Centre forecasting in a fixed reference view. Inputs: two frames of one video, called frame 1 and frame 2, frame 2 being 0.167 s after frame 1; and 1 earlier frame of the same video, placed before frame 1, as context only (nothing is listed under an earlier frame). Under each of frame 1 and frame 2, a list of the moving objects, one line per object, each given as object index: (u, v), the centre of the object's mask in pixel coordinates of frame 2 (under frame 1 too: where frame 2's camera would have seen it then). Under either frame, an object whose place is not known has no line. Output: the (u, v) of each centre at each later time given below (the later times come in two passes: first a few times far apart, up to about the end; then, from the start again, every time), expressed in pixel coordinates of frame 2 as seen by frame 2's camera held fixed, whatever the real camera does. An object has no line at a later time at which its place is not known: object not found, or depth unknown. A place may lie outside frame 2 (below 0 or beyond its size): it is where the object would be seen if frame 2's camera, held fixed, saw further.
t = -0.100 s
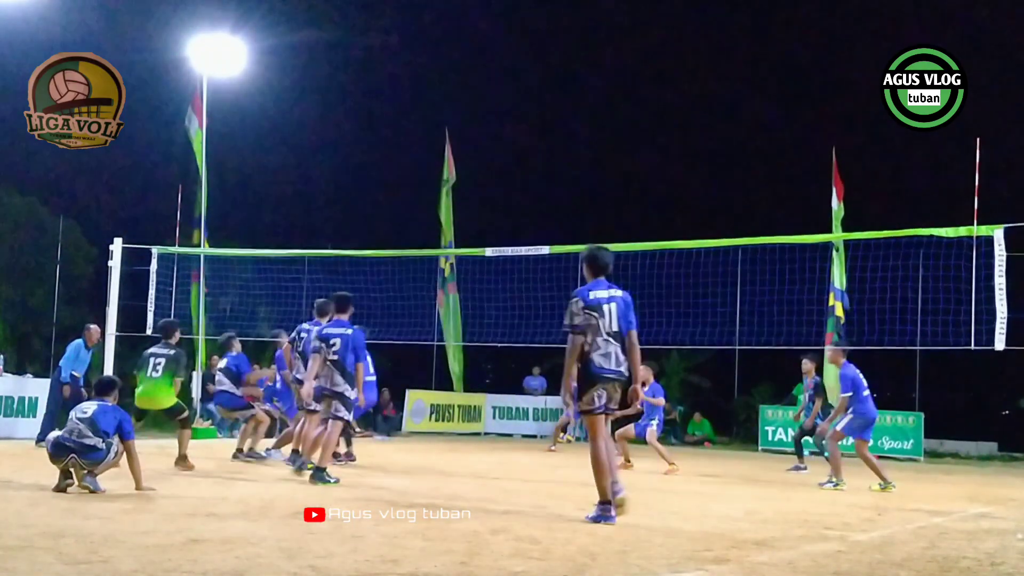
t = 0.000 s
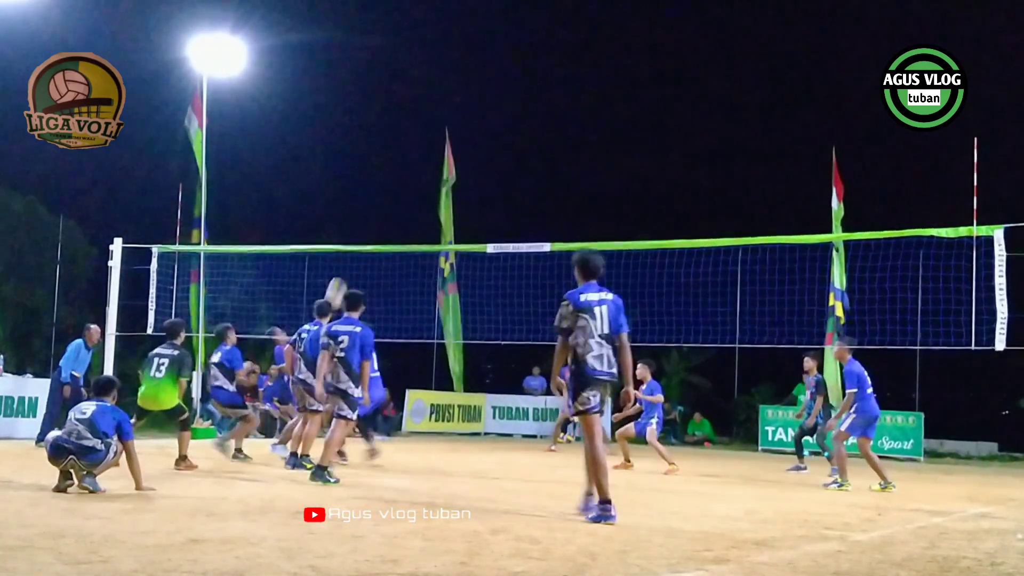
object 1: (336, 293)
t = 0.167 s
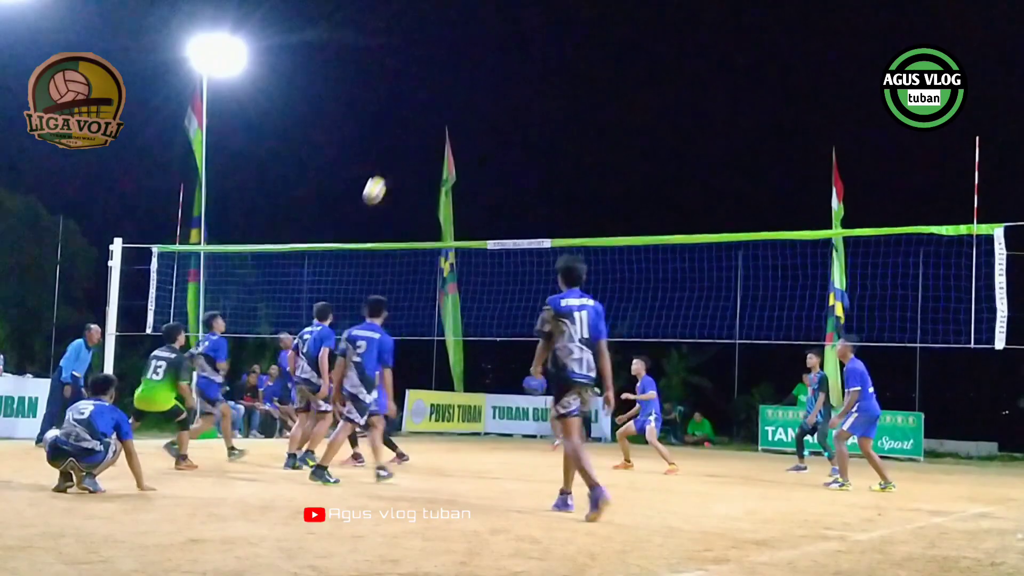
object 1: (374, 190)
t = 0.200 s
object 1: (381, 176)
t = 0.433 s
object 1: (428, 100)
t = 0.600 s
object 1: (463, 73)
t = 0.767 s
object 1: (499, 72)
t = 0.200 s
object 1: (381, 176)
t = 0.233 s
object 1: (387, 163)
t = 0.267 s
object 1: (394, 150)
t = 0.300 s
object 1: (401, 139)
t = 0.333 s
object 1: (407, 127)
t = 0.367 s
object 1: (414, 118)
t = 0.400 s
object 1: (421, 108)
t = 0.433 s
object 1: (428, 100)
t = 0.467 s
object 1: (434, 93)
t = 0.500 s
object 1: (442, 87)
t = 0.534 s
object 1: (449, 82)
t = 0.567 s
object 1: (456, 77)
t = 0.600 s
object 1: (463, 73)
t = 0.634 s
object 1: (470, 71)
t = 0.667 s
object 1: (477, 70)
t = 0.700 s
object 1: (484, 69)
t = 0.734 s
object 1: (491, 70)
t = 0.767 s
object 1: (499, 72)
